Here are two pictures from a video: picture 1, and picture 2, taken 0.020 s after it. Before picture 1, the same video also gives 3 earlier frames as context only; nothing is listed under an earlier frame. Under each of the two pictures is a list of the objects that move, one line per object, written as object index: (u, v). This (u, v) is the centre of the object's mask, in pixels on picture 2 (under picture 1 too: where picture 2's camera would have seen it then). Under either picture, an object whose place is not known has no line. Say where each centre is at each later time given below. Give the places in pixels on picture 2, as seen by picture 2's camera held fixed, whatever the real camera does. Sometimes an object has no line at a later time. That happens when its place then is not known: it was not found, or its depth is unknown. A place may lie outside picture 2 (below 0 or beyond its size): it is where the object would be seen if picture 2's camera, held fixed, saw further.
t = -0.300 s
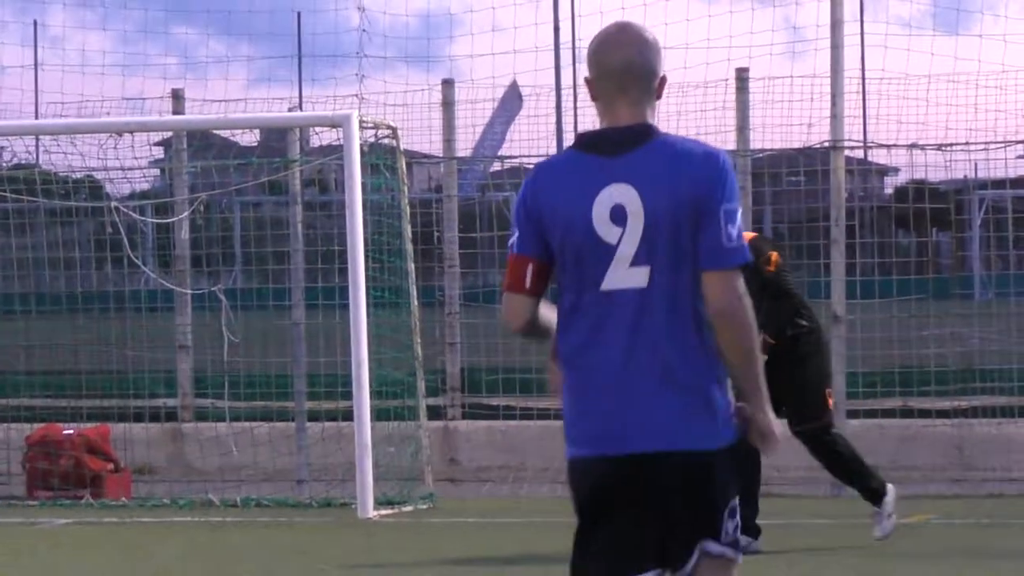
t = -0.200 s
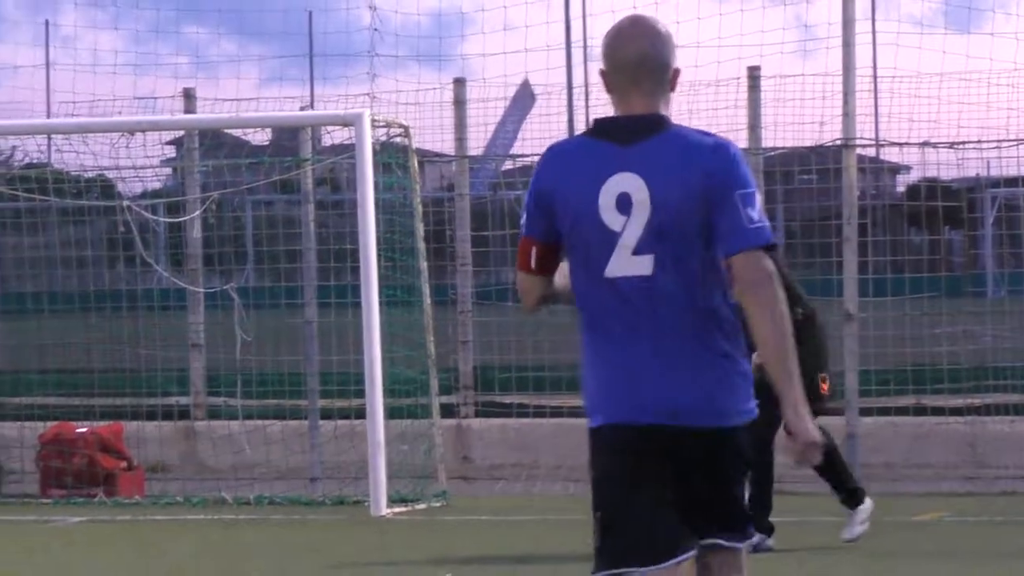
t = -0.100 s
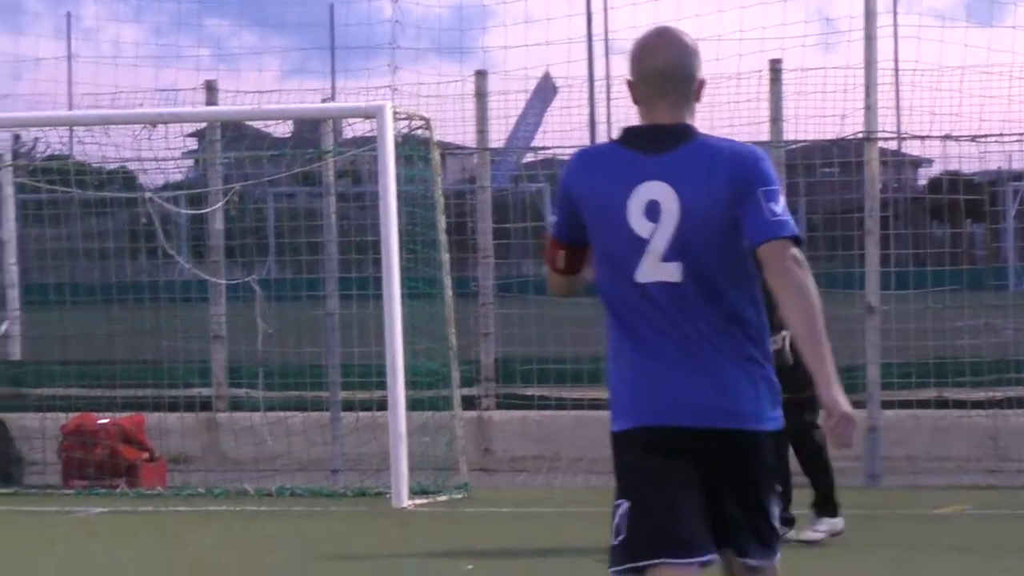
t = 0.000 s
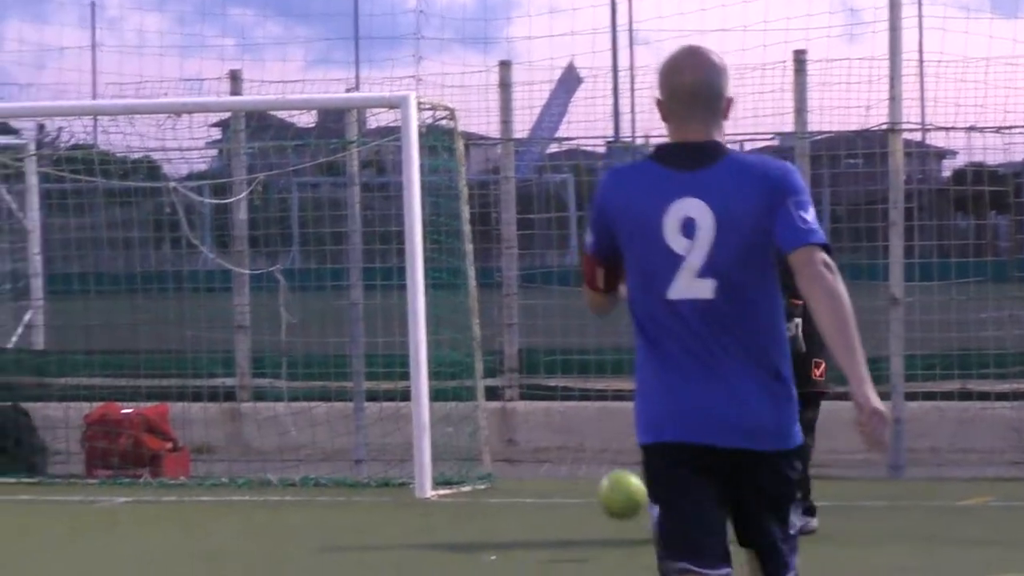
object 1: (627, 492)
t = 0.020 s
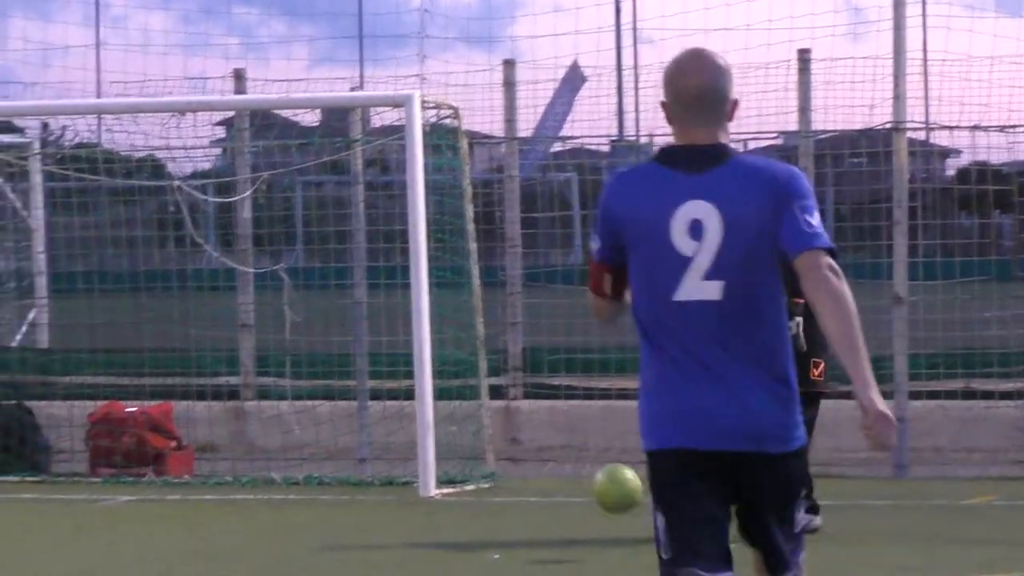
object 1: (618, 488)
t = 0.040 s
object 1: (607, 487)
